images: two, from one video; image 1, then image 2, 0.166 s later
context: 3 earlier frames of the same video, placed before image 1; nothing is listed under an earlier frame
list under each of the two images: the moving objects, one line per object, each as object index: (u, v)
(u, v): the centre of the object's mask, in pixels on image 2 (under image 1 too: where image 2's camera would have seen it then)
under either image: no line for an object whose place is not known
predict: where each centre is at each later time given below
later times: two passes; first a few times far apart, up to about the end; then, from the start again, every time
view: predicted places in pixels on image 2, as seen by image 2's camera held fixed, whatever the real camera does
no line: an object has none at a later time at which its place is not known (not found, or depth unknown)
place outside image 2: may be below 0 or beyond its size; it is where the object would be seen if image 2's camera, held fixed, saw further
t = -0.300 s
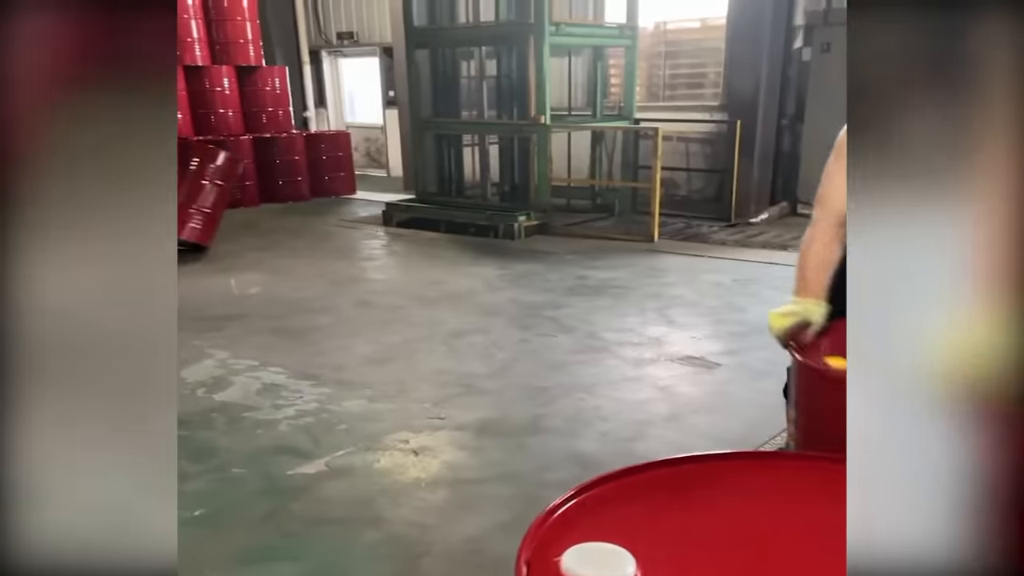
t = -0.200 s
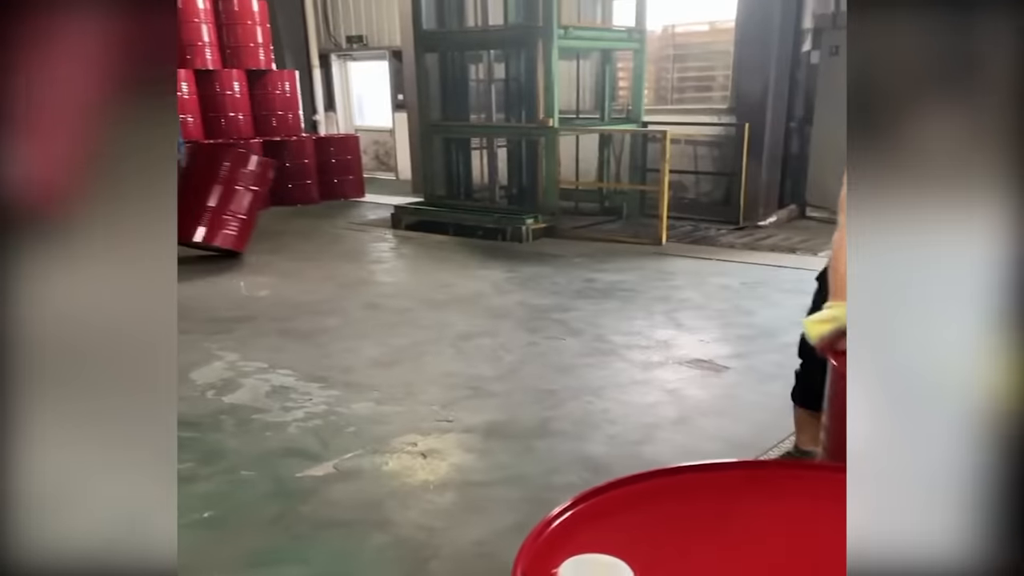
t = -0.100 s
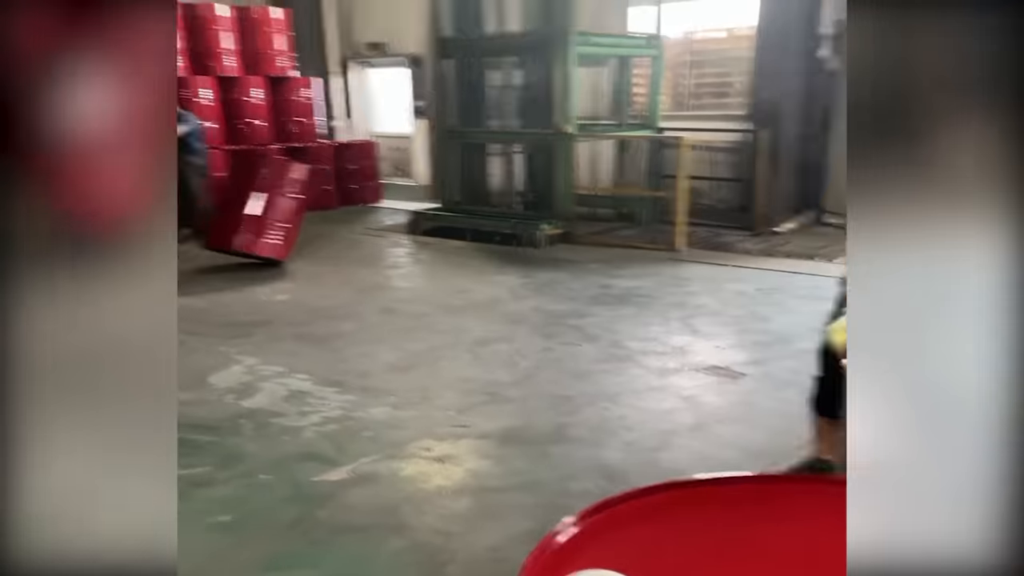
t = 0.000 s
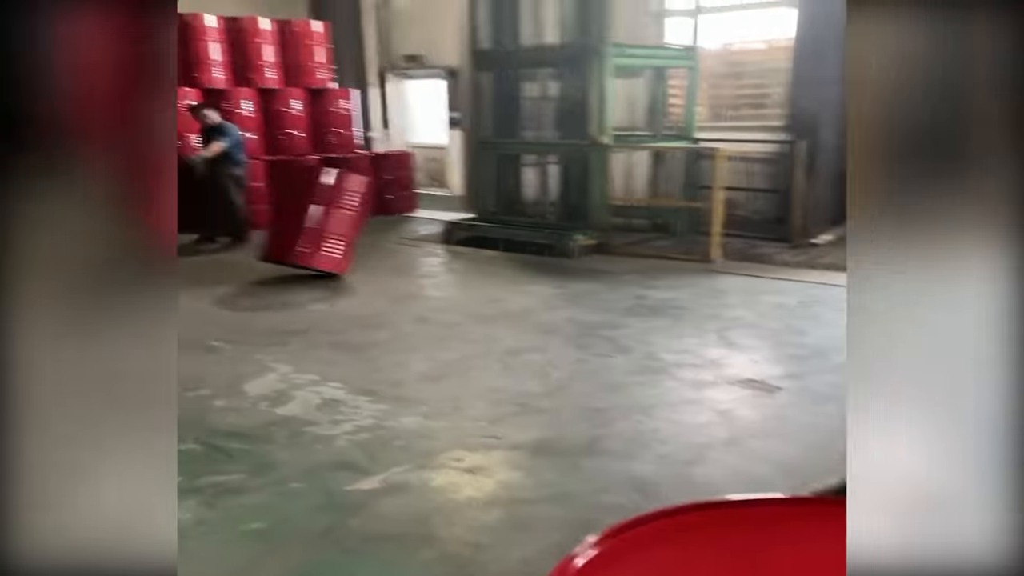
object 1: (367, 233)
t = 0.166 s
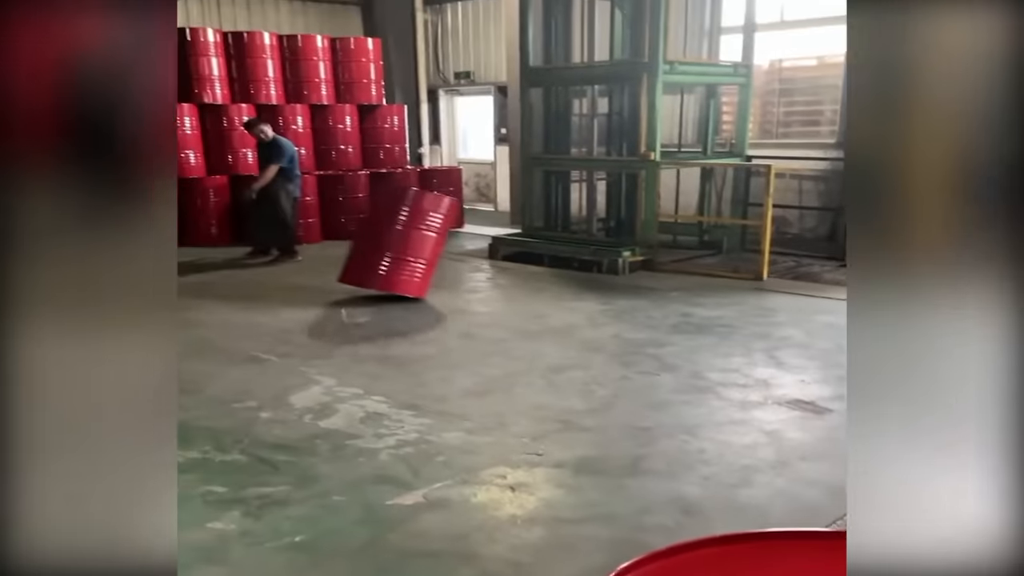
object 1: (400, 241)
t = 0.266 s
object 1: (415, 243)
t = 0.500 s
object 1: (453, 256)
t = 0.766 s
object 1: (488, 272)
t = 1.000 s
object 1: (517, 290)
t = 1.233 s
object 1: (543, 313)
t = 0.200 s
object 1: (405, 242)
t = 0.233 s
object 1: (410, 242)
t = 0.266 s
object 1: (415, 243)
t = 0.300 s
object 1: (422, 247)
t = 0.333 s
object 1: (428, 249)
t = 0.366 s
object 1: (434, 251)
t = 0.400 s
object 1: (439, 253)
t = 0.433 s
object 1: (444, 254)
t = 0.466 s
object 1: (449, 255)
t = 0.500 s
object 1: (453, 256)
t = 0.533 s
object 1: (458, 258)
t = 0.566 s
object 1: (462, 259)
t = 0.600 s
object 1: (467, 261)
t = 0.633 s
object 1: (471, 263)
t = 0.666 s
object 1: (476, 265)
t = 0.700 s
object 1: (480, 267)
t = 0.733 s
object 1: (484, 269)
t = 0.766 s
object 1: (488, 272)
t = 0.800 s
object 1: (492, 274)
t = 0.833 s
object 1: (496, 276)
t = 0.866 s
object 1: (500, 279)
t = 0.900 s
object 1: (505, 281)
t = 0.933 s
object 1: (509, 284)
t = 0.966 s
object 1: (513, 287)
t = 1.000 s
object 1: (517, 290)
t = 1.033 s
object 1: (520, 292)
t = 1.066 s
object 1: (524, 296)
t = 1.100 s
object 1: (528, 299)
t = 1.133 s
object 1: (532, 302)
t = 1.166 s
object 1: (535, 306)
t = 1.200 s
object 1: (539, 310)
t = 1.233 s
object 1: (543, 313)
